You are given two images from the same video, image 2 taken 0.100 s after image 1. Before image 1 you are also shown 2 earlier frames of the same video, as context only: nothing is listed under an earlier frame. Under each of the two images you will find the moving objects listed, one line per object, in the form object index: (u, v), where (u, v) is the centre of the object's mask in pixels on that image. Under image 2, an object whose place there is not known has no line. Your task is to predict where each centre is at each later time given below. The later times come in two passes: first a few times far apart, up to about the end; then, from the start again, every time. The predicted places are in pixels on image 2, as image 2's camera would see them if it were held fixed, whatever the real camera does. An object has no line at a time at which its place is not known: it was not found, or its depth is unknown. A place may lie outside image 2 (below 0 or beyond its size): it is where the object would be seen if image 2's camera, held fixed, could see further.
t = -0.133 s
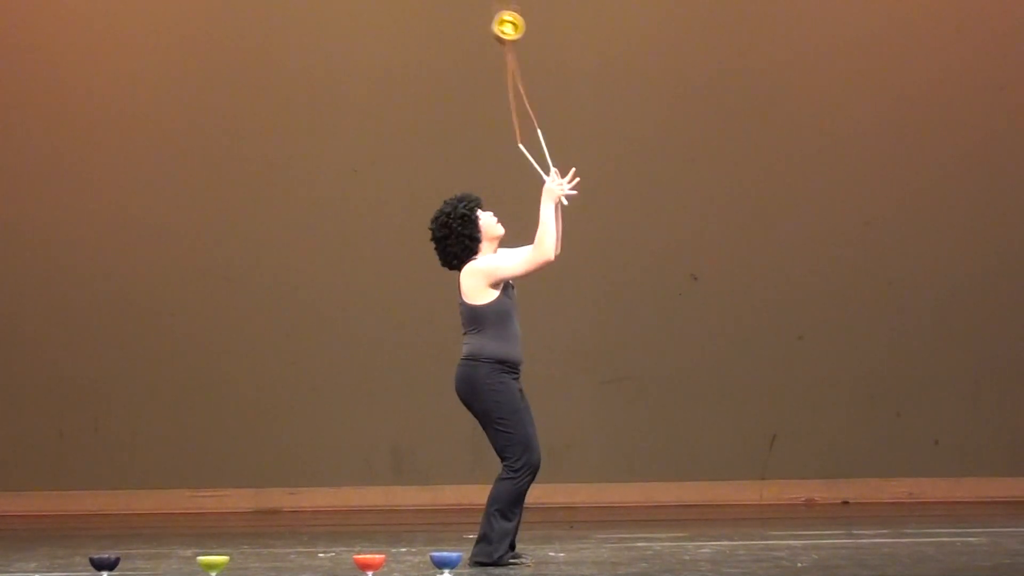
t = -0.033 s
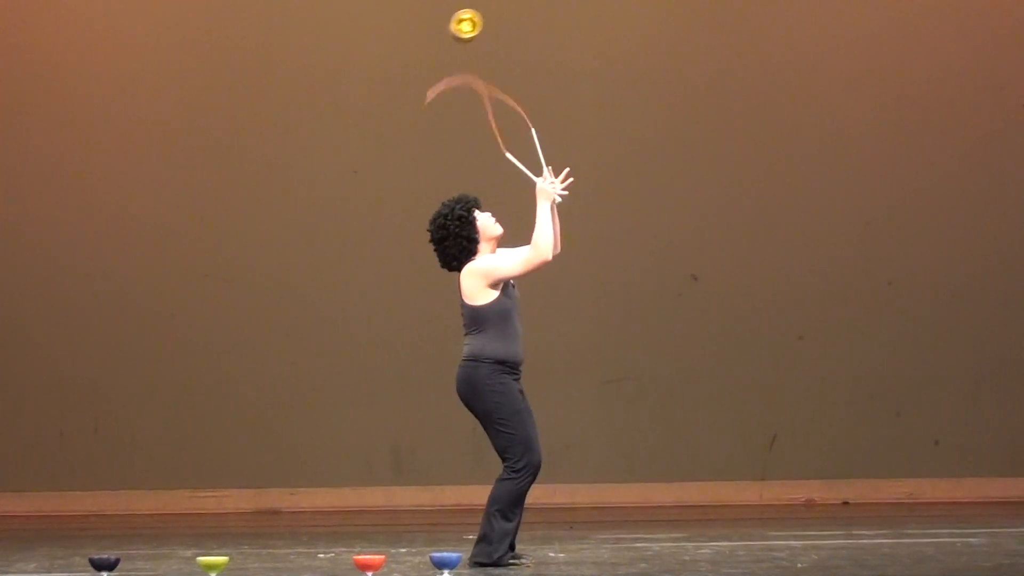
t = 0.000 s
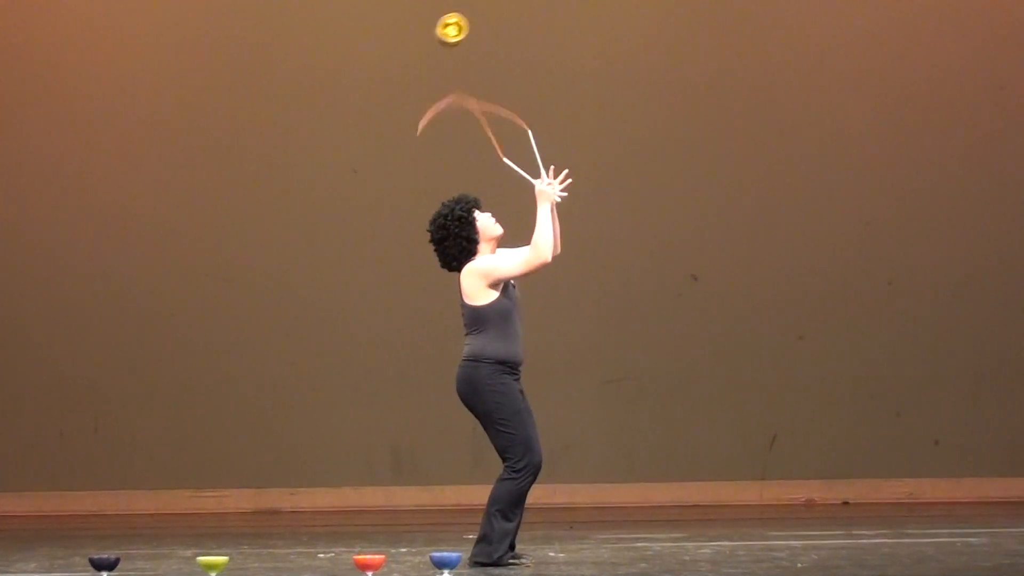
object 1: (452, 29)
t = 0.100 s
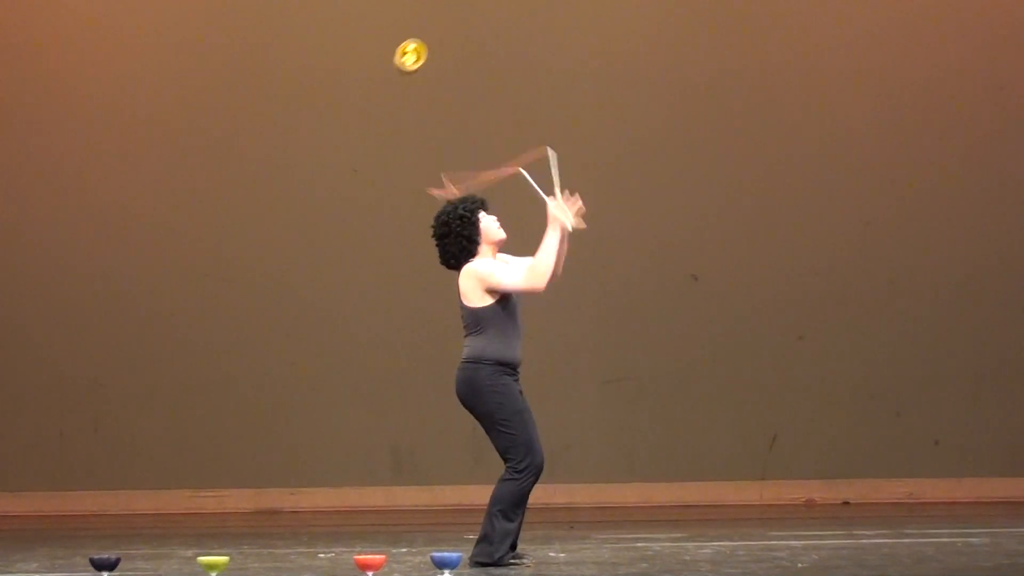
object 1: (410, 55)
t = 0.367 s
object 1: (300, 238)
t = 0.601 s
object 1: (206, 532)
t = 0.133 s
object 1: (396, 69)
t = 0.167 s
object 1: (382, 86)
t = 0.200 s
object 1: (369, 104)
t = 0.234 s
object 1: (355, 126)
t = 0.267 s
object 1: (342, 150)
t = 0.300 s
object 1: (328, 177)
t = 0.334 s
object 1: (314, 207)
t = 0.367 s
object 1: (300, 238)
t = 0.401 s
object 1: (287, 272)
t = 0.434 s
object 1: (273, 310)
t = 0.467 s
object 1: (260, 349)
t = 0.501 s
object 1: (246, 391)
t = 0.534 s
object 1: (233, 435)
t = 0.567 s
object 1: (219, 482)
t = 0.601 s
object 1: (206, 532)
